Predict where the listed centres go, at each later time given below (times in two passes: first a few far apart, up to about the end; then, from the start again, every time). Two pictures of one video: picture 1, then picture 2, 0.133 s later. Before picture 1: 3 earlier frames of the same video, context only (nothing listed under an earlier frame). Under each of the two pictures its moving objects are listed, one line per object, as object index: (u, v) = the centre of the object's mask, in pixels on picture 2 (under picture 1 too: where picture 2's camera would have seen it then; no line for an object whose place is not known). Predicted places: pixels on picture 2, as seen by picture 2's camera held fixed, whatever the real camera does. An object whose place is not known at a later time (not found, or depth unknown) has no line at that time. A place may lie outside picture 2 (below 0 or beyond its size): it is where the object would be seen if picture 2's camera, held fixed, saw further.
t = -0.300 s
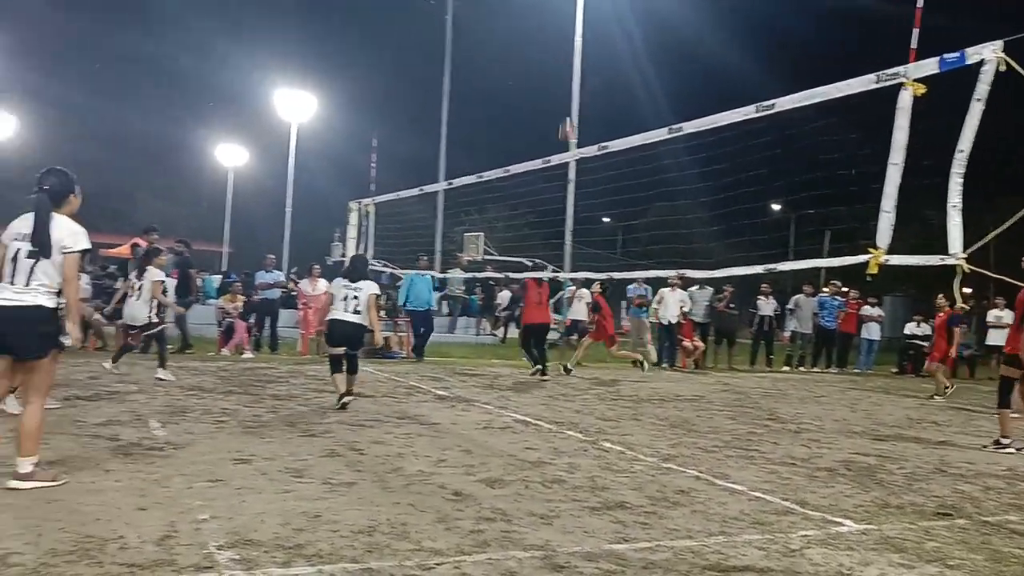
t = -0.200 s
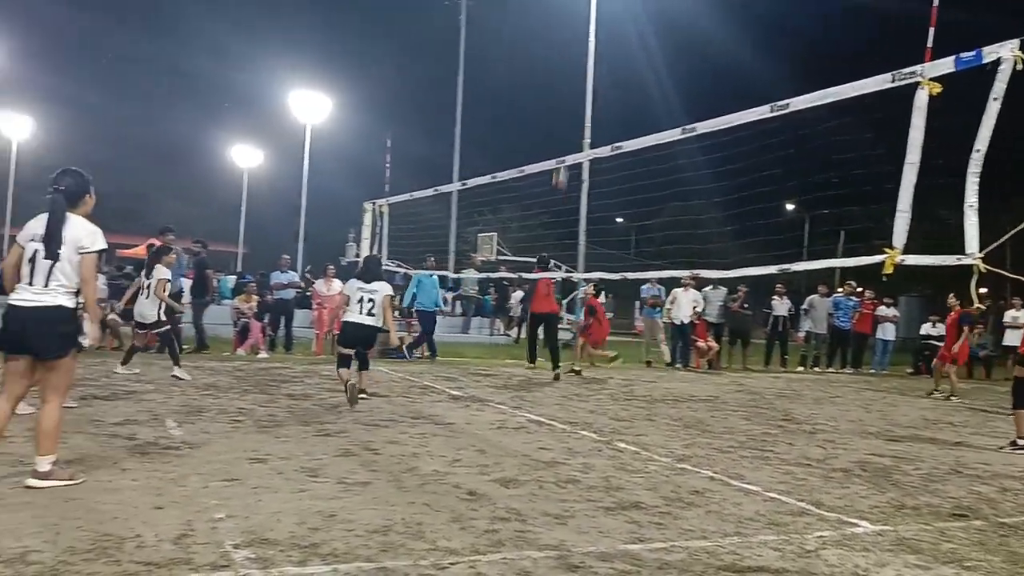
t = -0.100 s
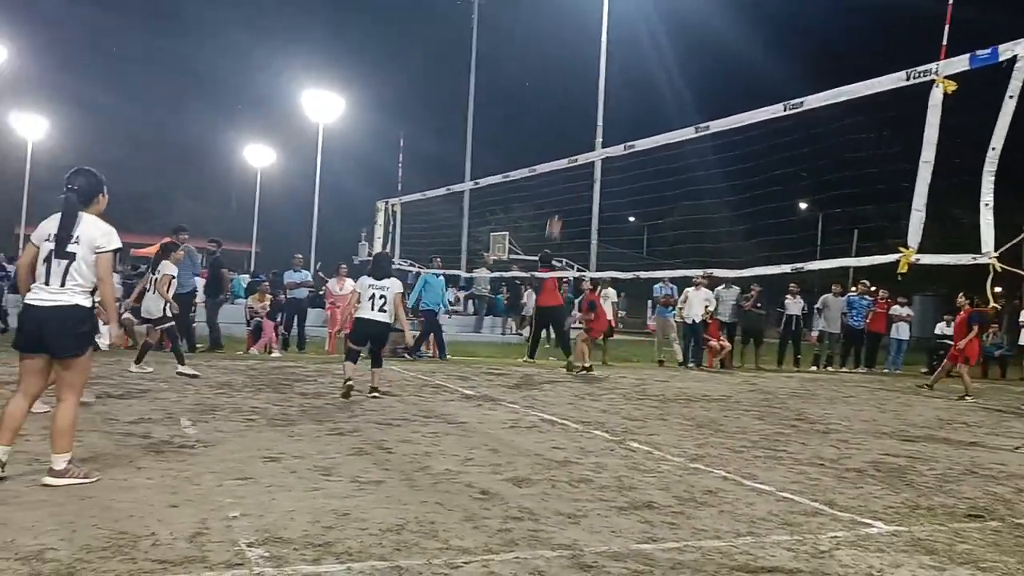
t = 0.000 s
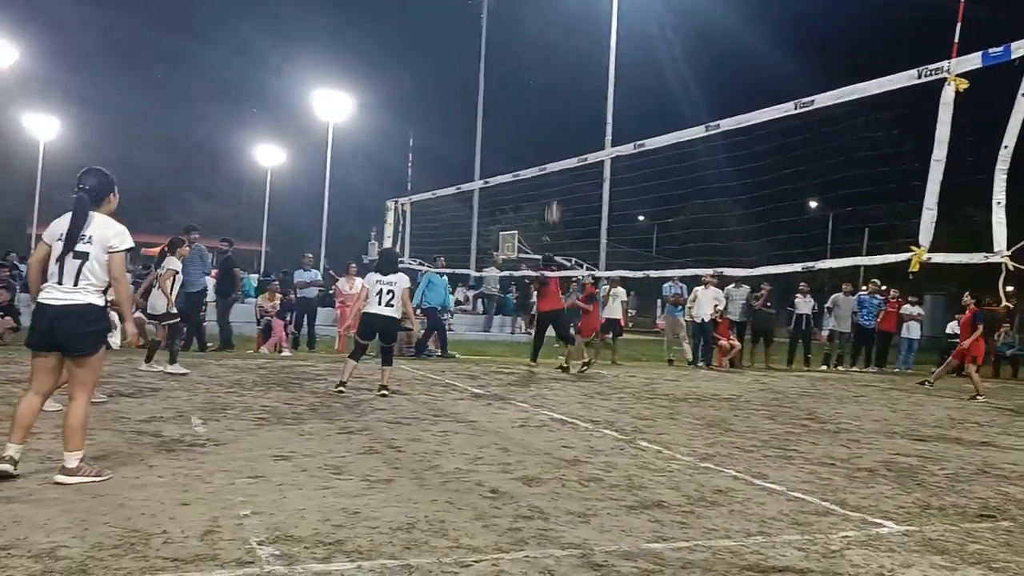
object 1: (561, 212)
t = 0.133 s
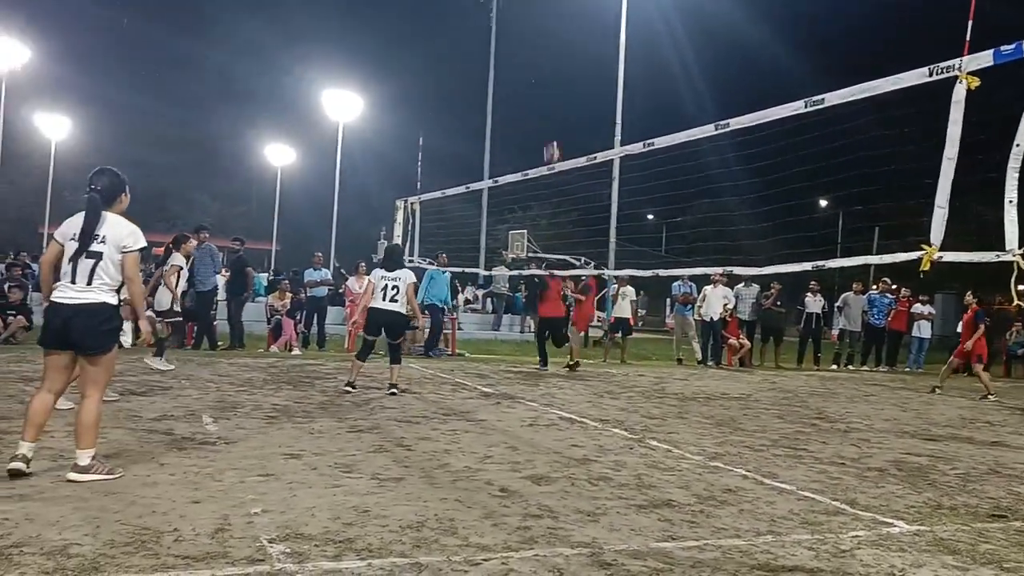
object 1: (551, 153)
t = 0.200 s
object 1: (547, 126)
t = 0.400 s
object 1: (529, 62)
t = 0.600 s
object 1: (507, 26)
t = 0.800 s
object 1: (479, 26)
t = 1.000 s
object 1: (438, 73)
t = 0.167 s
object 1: (549, 140)
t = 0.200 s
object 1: (547, 126)
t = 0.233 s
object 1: (544, 114)
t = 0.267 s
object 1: (541, 103)
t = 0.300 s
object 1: (538, 92)
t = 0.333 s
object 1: (534, 81)
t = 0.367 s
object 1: (531, 70)
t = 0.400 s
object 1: (529, 62)
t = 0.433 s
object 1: (525, 54)
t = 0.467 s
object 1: (522, 47)
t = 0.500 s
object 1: (518, 40)
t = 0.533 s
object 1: (515, 35)
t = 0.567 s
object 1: (511, 30)
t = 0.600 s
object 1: (507, 26)
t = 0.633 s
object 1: (503, 23)
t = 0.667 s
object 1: (499, 22)
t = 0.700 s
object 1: (494, 21)
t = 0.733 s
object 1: (490, 21)
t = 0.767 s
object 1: (484, 22)
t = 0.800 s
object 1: (479, 26)
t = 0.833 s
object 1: (473, 31)
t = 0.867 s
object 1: (467, 36)
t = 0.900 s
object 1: (460, 41)
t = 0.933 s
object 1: (454, 50)
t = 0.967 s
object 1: (446, 61)
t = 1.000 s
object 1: (438, 73)
